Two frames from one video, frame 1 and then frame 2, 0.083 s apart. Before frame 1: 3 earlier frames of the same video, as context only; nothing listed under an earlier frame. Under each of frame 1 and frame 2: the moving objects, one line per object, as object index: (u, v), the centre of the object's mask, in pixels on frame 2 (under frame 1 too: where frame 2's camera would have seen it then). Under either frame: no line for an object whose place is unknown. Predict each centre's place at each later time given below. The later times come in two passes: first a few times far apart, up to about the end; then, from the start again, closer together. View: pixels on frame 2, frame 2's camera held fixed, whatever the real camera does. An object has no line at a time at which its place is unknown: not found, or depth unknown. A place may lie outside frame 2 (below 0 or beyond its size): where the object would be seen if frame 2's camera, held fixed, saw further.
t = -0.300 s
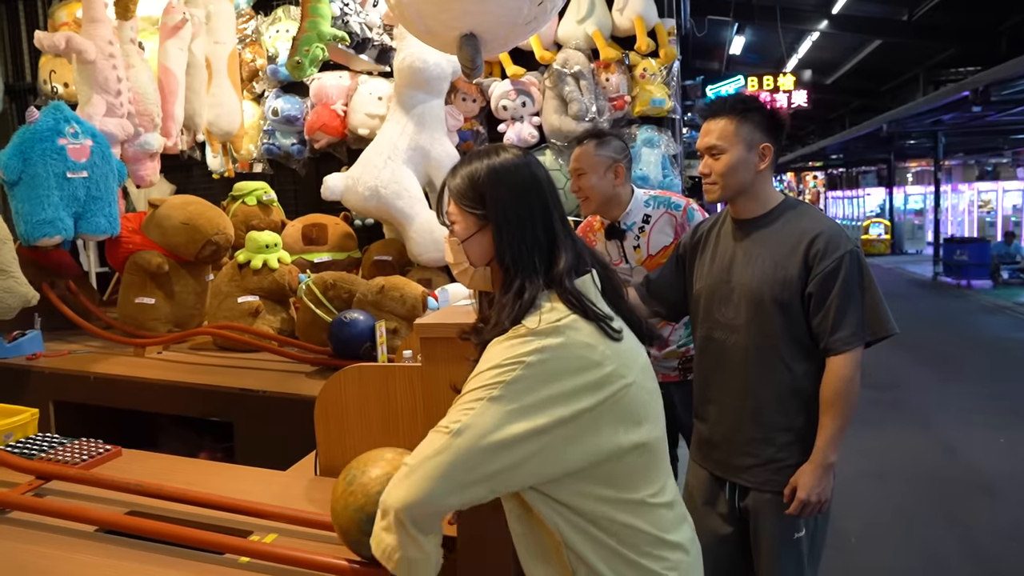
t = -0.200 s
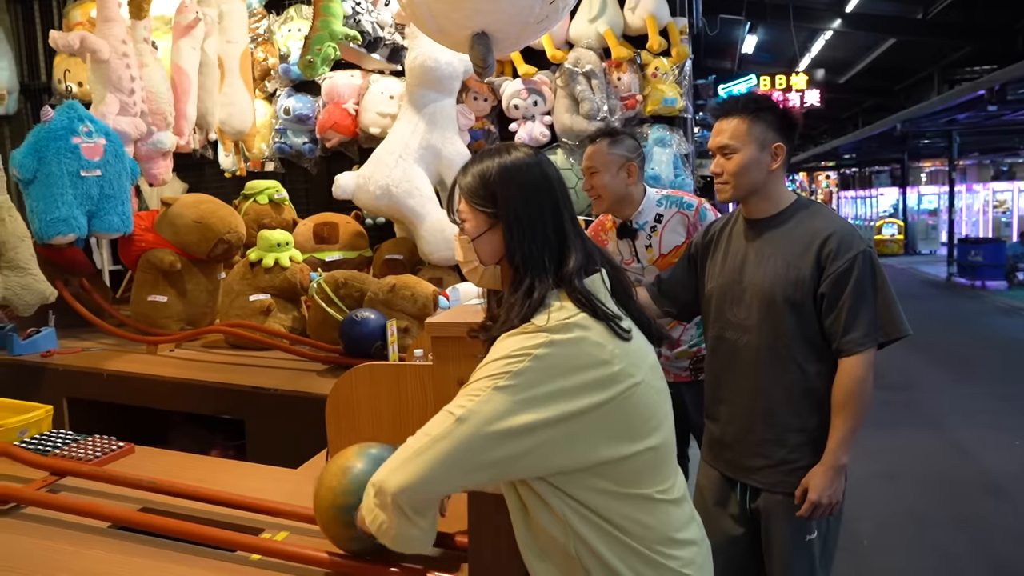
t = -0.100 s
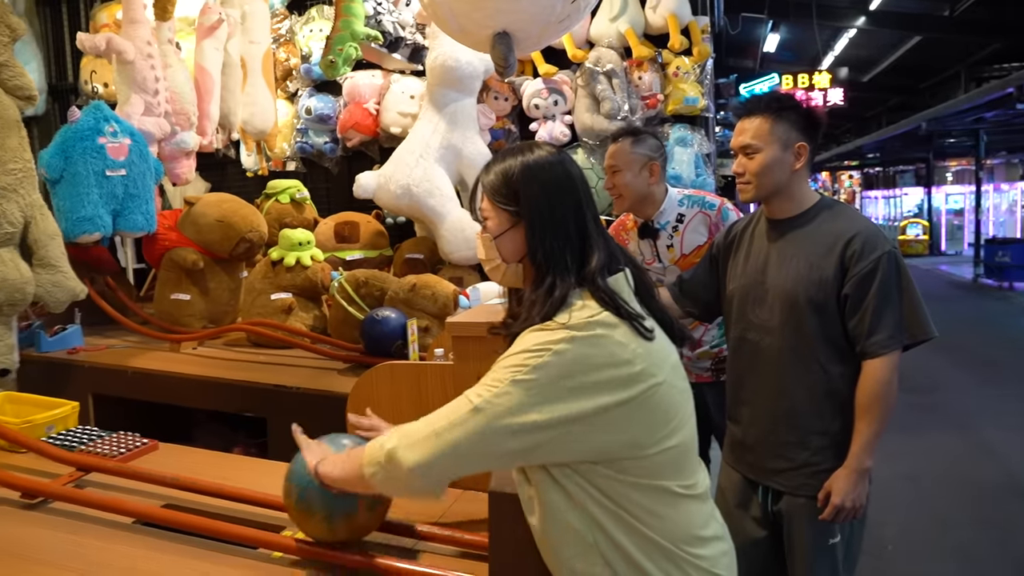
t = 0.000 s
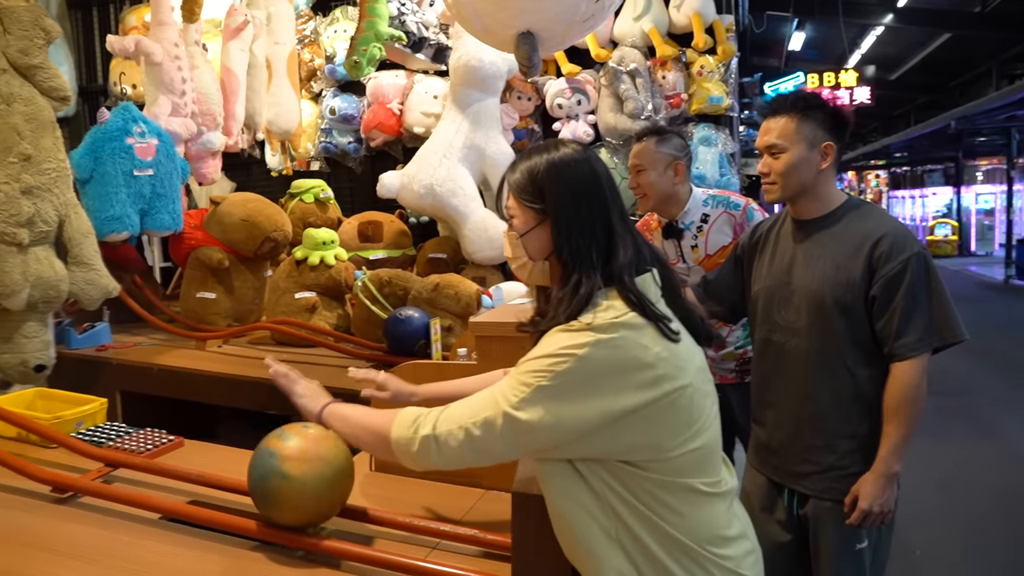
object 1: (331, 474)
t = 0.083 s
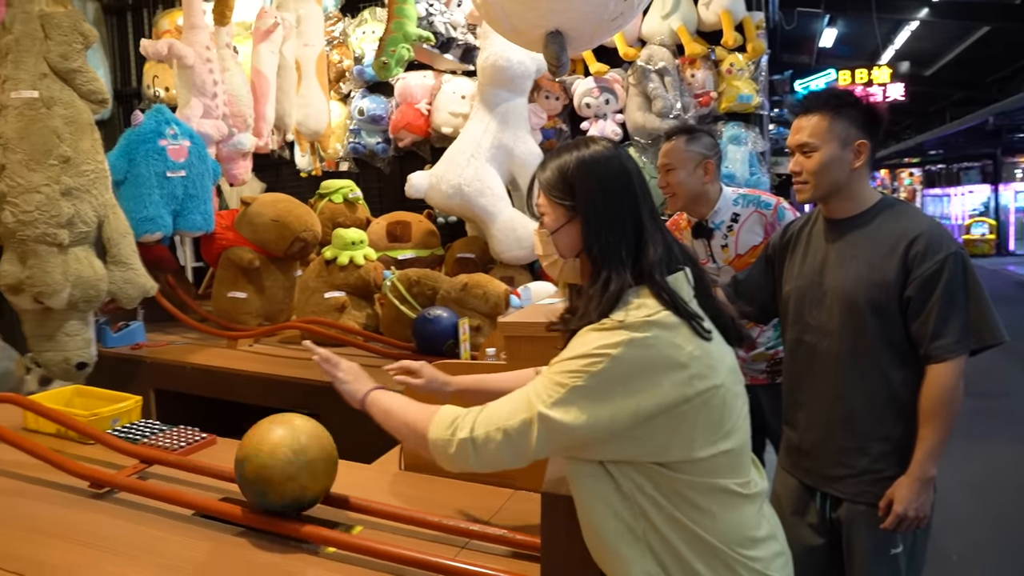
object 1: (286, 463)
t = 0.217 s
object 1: (220, 449)
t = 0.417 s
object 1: (139, 432)
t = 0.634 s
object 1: (71, 410)
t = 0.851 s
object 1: (25, 390)
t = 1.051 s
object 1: (1, 378)
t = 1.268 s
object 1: (-10, 374)
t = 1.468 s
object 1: (-9, 374)
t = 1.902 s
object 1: (29, 390)
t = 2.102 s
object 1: (71, 409)
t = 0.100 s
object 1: (277, 462)
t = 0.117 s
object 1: (268, 460)
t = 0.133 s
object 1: (260, 458)
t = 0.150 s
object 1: (252, 456)
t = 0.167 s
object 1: (244, 454)
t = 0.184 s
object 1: (236, 453)
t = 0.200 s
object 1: (228, 451)
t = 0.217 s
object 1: (220, 449)
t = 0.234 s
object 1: (212, 448)
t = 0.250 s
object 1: (205, 446)
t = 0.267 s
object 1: (198, 445)
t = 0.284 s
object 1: (191, 443)
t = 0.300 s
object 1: (184, 442)
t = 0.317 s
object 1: (177, 440)
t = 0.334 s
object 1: (171, 439)
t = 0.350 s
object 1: (164, 438)
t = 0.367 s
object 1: (158, 436)
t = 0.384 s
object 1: (151, 435)
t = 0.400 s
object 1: (145, 433)
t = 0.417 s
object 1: (139, 432)
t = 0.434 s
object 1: (133, 431)
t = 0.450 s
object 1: (128, 430)
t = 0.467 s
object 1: (122, 428)
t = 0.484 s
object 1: (116, 427)
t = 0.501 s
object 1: (111, 426)
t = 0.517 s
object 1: (105, 425)
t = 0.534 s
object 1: (100, 423)
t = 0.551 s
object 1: (95, 421)
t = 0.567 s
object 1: (89, 419)
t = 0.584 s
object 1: (84, 417)
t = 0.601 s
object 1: (80, 414)
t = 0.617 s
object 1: (75, 412)
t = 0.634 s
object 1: (71, 410)
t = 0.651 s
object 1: (66, 408)
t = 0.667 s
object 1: (62, 406)
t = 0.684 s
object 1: (58, 404)
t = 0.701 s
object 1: (54, 403)
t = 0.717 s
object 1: (50, 402)
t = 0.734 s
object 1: (47, 399)
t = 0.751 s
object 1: (44, 398)
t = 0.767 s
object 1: (41, 397)
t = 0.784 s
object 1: (37, 395)
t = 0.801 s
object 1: (34, 393)
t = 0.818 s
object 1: (31, 392)
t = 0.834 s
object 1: (28, 391)
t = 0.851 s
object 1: (25, 390)
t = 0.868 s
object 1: (23, 389)
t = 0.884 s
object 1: (20, 387)
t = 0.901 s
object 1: (18, 386)
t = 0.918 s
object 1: (17, 384)
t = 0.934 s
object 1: (14, 384)
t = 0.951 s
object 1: (12, 383)
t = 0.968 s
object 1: (10, 382)
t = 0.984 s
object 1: (8, 382)
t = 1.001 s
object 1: (6, 381)
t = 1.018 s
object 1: (4, 380)
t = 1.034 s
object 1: (3, 379)
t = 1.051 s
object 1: (1, 378)
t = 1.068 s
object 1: (0, 378)
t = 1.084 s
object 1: (-1, 377)
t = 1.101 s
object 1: (-2, 377)
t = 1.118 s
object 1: (-3, 377)
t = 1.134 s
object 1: (-5, 376)
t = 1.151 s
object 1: (-6, 376)
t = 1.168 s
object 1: (-6, 376)
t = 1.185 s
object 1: (-7, 375)
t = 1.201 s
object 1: (-8, 375)
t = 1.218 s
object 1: (-8, 375)
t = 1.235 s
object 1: (-9, 375)
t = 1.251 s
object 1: (-9, 375)
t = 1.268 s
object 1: (-10, 374)
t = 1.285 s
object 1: (-10, 374)
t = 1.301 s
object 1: (-10, 374)
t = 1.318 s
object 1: (-10, 374)
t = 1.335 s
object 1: (-10, 374)
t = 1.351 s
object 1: (-10, 374)
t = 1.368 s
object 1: (-10, 374)
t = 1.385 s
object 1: (-10, 374)
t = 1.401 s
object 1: (-10, 374)
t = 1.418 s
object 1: (-10, 374)
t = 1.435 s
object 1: (-10, 374)
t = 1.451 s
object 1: (-10, 374)
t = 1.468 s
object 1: (-9, 374)
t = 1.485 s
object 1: (-9, 374)
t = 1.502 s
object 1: (-9, 374)
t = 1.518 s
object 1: (-8, 375)
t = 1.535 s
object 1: (-8, 375)
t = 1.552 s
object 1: (-7, 375)
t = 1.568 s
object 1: (-6, 375)
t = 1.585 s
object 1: (-6, 375)
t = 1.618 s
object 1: (-4, 376)
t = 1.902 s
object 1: (29, 390)
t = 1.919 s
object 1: (31, 392)
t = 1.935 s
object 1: (34, 393)
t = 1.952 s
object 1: (38, 394)
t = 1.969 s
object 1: (41, 396)
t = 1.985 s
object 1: (45, 397)
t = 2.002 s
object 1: (47, 398)
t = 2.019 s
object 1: (51, 400)
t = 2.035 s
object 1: (55, 402)
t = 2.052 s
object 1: (59, 404)
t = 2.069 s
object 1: (63, 405)
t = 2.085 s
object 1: (67, 407)
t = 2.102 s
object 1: (71, 409)
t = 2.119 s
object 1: (76, 411)
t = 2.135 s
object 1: (81, 413)
